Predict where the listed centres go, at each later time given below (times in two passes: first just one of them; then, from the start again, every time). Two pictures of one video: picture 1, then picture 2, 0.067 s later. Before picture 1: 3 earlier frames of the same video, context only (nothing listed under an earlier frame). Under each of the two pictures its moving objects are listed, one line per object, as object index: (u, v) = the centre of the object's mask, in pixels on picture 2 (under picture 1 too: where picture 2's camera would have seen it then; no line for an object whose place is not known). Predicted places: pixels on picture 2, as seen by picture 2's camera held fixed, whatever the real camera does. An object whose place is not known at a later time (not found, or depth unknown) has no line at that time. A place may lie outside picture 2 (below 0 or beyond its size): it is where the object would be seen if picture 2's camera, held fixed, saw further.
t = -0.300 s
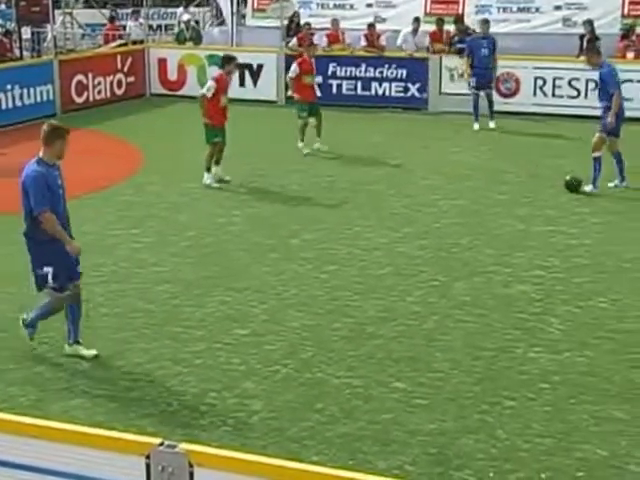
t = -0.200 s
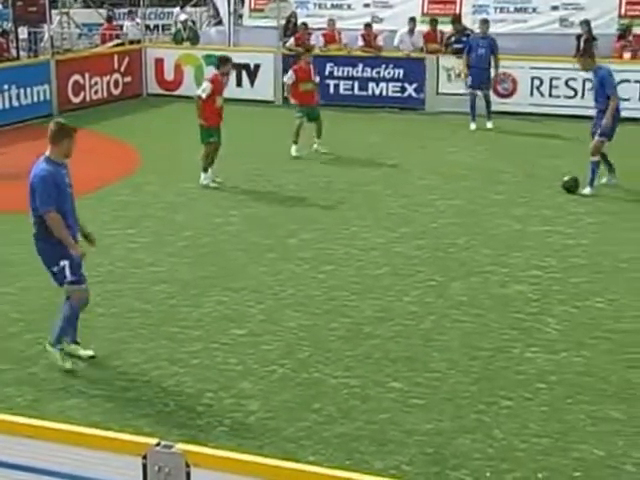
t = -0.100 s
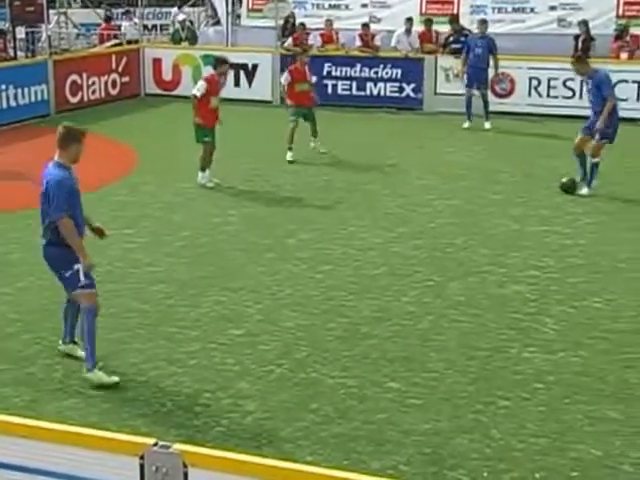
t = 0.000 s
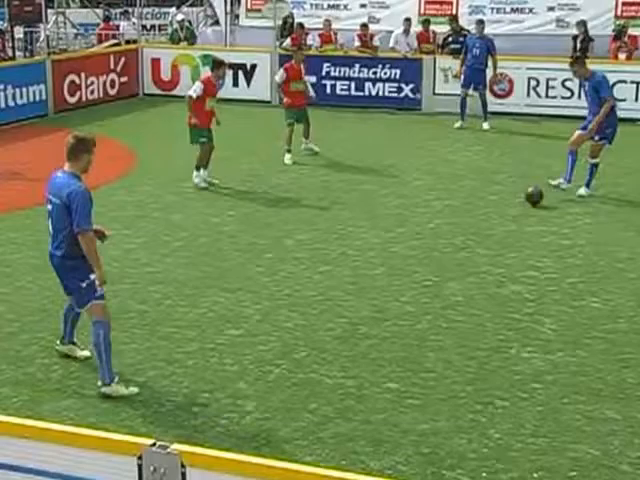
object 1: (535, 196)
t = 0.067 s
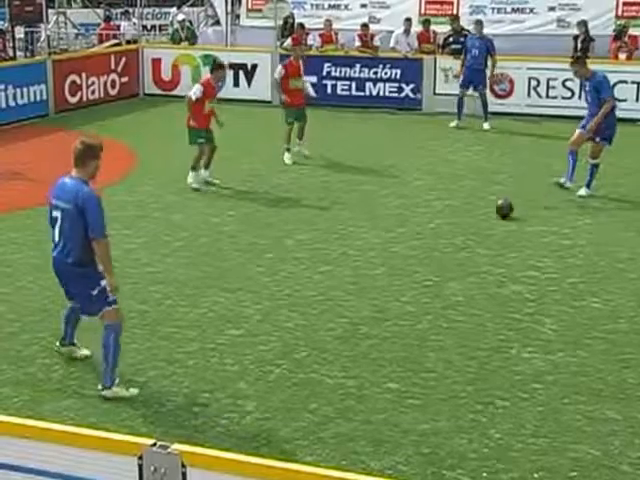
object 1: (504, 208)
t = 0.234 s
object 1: (425, 239)
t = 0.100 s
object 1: (489, 214)
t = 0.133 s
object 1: (473, 219)
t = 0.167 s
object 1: (456, 227)
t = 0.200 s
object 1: (440, 232)
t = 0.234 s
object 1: (425, 239)
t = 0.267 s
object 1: (408, 244)
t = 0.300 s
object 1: (391, 250)
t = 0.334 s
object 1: (373, 256)
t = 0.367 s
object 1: (355, 263)
